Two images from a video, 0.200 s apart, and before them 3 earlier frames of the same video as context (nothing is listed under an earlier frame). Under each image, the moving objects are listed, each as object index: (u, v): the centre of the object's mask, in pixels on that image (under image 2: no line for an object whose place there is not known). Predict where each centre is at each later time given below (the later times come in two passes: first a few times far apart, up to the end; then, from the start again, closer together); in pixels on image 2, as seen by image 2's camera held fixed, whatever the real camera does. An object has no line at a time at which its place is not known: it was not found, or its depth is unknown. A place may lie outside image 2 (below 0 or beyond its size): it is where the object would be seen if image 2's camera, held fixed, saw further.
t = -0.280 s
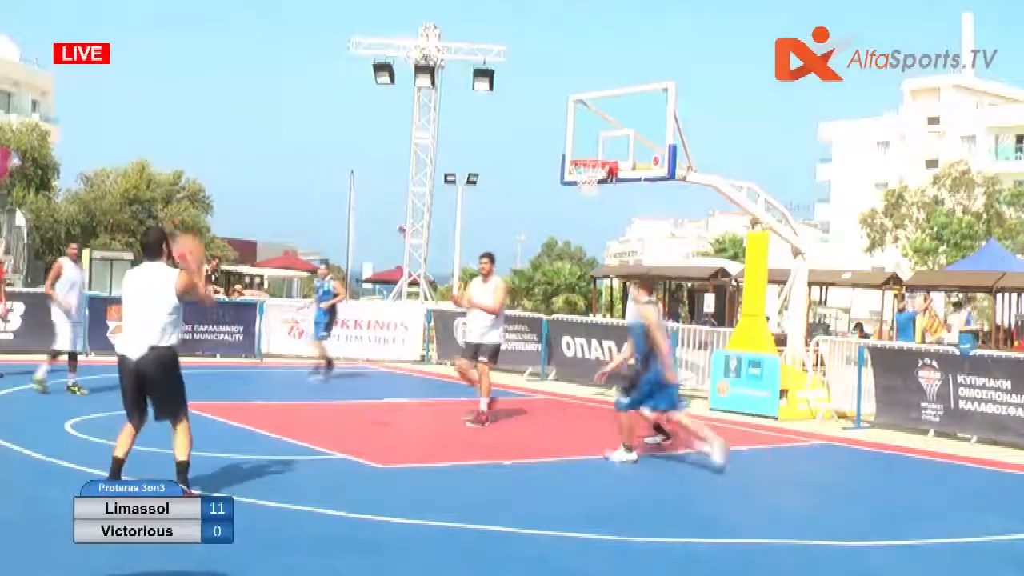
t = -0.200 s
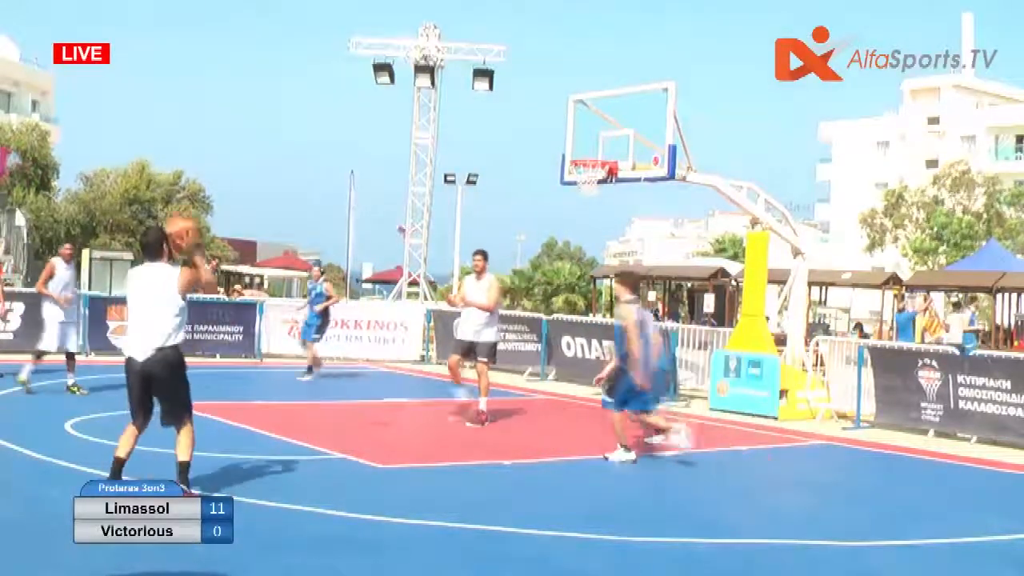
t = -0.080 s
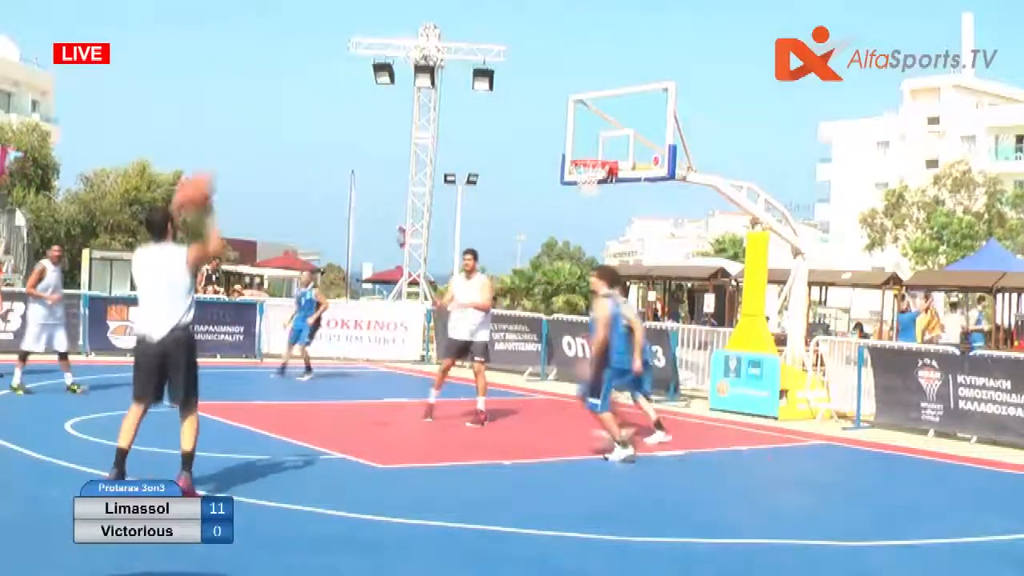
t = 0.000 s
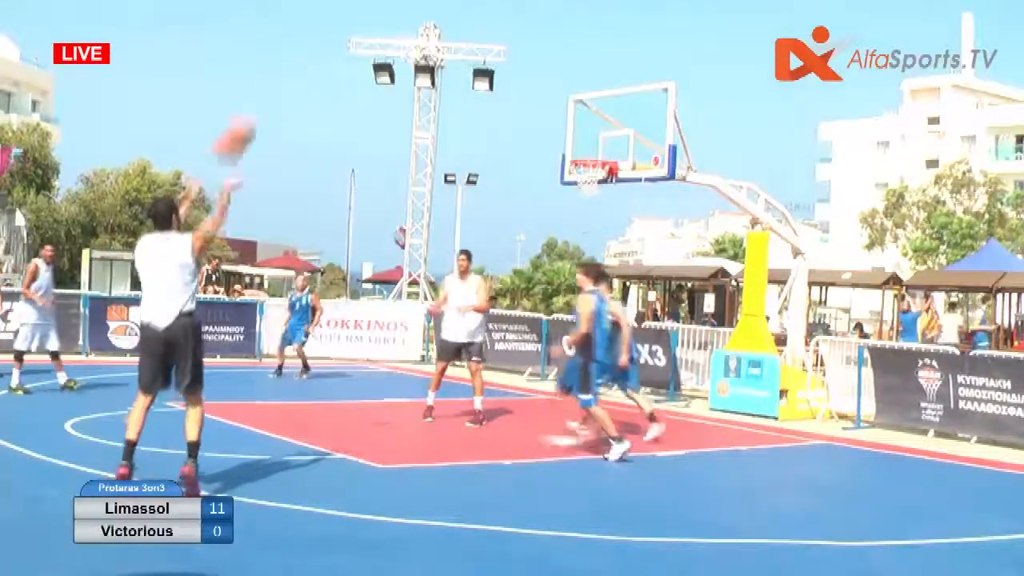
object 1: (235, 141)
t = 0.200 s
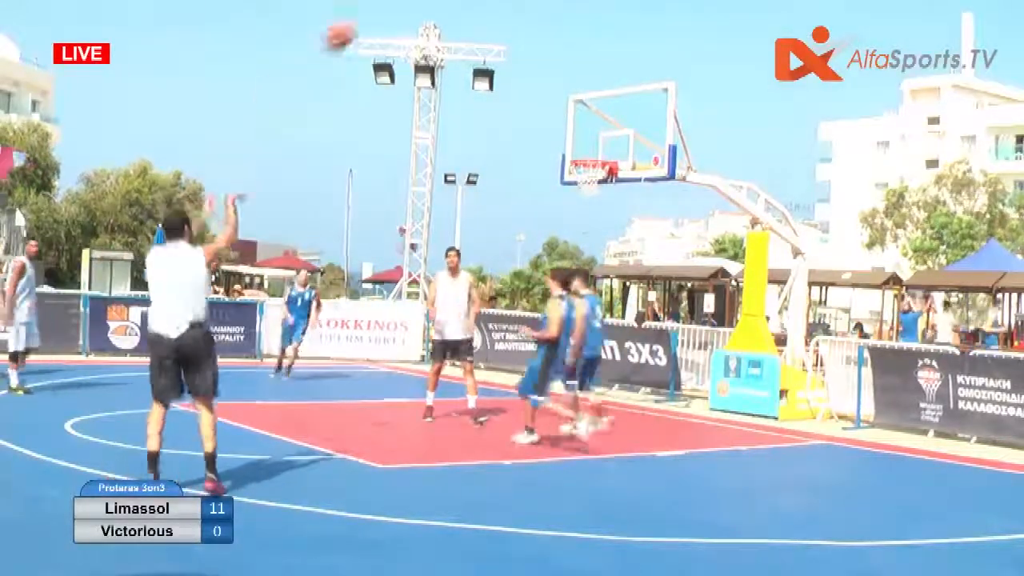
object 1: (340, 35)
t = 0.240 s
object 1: (356, 24)
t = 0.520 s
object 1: (458, 4)
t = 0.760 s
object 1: (520, 36)
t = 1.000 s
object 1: (566, 117)
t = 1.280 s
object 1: (592, 102)
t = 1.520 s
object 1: (566, 68)
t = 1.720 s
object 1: (543, 75)
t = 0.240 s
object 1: (356, 24)
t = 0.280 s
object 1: (373, 13)
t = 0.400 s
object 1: (417, 4)
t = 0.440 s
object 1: (431, 3)
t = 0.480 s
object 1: (445, 3)
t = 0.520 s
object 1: (458, 4)
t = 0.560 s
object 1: (469, 5)
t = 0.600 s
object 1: (480, 7)
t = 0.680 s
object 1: (500, 18)
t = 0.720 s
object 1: (510, 26)
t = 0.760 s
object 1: (520, 36)
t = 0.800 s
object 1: (528, 48)
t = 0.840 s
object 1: (536, 59)
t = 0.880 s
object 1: (545, 72)
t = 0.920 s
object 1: (552, 86)
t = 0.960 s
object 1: (560, 101)
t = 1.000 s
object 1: (566, 117)
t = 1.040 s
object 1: (573, 134)
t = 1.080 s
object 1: (580, 154)
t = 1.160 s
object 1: (591, 132)
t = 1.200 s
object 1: (595, 122)
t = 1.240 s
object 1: (594, 110)
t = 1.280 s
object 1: (592, 102)
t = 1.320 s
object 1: (586, 92)
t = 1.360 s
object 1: (582, 85)
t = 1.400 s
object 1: (579, 78)
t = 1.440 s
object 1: (575, 73)
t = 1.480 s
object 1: (570, 70)
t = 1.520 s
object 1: (566, 68)
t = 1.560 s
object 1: (562, 67)
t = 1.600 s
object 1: (557, 67)
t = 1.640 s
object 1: (552, 69)
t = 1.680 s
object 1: (548, 72)
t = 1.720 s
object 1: (543, 75)
